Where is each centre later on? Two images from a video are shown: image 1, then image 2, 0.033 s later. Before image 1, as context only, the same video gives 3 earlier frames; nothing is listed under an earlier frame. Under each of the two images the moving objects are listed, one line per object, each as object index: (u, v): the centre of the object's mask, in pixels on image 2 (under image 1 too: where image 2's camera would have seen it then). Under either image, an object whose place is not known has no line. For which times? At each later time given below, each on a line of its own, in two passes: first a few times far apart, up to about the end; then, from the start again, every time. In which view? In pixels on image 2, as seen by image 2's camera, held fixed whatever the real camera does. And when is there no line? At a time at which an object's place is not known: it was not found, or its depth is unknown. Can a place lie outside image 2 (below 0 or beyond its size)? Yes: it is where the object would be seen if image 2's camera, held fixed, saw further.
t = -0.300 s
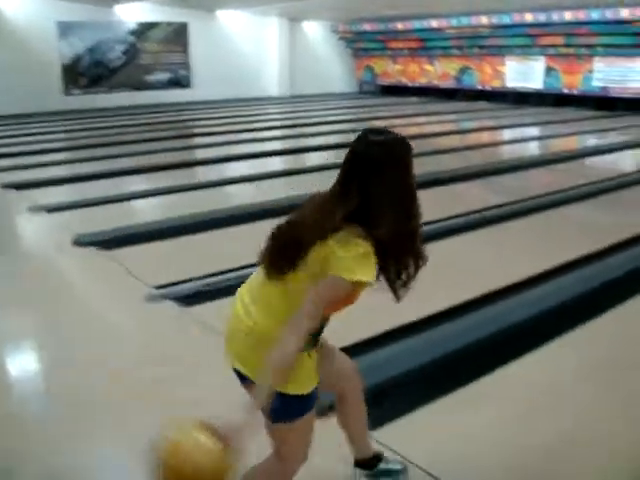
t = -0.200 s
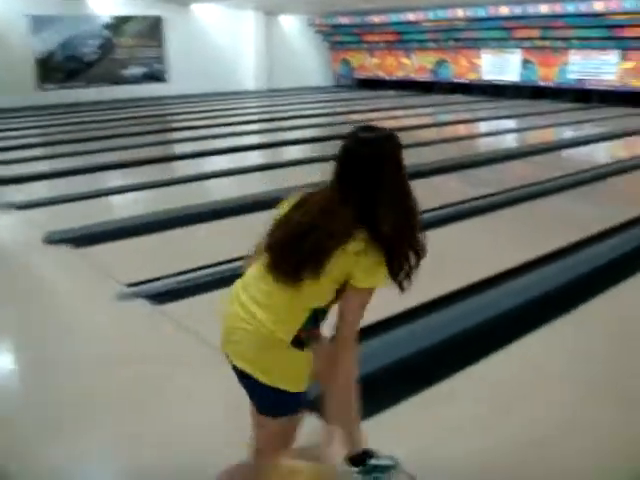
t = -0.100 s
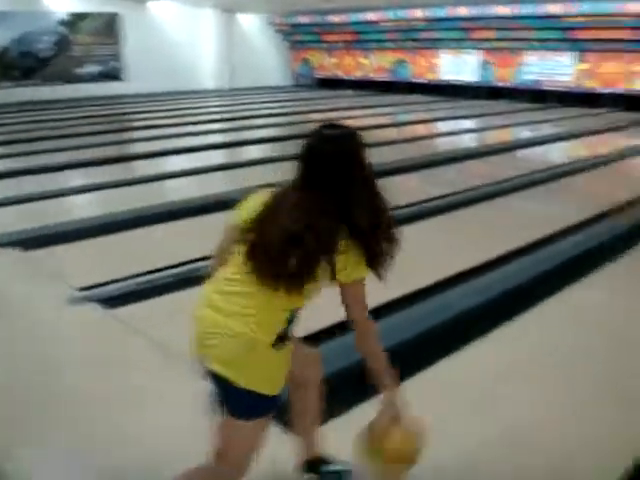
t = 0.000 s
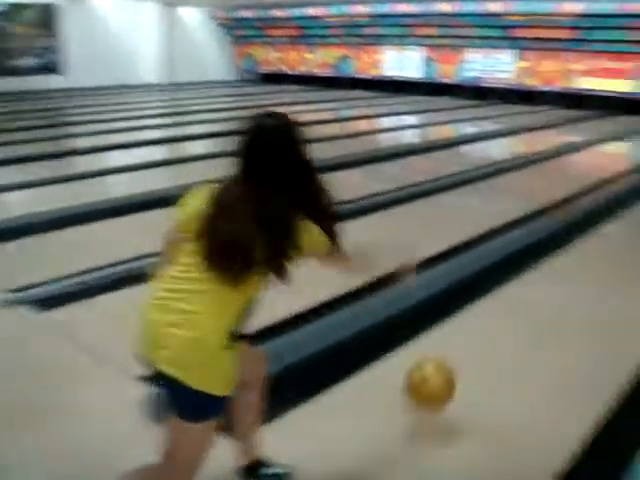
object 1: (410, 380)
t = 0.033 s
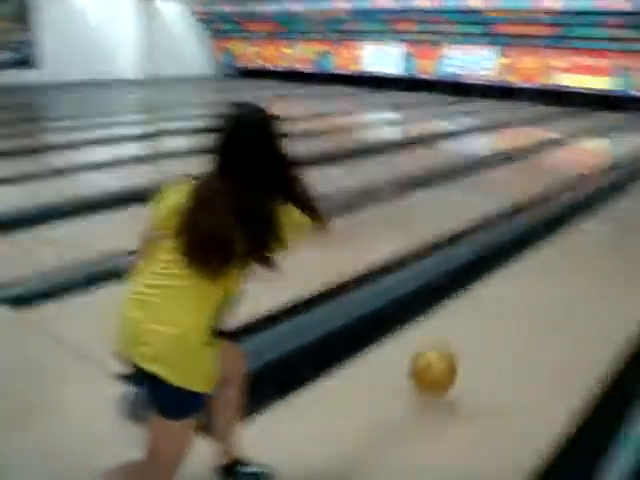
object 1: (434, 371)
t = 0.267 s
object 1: (546, 299)
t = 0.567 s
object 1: (620, 237)
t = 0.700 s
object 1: (644, 222)
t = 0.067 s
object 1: (455, 364)
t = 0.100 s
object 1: (474, 358)
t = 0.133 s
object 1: (492, 345)
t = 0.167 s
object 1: (507, 332)
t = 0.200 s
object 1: (522, 320)
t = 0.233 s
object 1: (535, 310)
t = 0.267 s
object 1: (546, 299)
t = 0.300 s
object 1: (557, 290)
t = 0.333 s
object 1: (567, 281)
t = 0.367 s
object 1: (577, 274)
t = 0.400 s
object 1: (586, 266)
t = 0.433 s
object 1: (593, 259)
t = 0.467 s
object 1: (601, 253)
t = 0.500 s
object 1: (608, 248)
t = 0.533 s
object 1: (614, 243)
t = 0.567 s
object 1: (620, 237)
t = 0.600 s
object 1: (627, 233)
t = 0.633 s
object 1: (633, 229)
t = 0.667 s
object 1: (639, 225)
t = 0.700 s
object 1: (644, 222)
